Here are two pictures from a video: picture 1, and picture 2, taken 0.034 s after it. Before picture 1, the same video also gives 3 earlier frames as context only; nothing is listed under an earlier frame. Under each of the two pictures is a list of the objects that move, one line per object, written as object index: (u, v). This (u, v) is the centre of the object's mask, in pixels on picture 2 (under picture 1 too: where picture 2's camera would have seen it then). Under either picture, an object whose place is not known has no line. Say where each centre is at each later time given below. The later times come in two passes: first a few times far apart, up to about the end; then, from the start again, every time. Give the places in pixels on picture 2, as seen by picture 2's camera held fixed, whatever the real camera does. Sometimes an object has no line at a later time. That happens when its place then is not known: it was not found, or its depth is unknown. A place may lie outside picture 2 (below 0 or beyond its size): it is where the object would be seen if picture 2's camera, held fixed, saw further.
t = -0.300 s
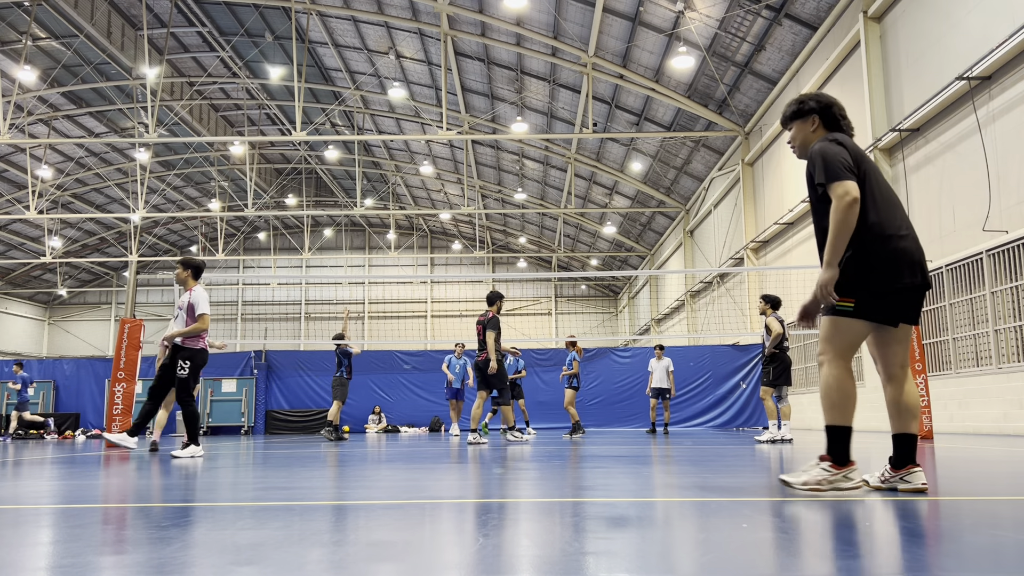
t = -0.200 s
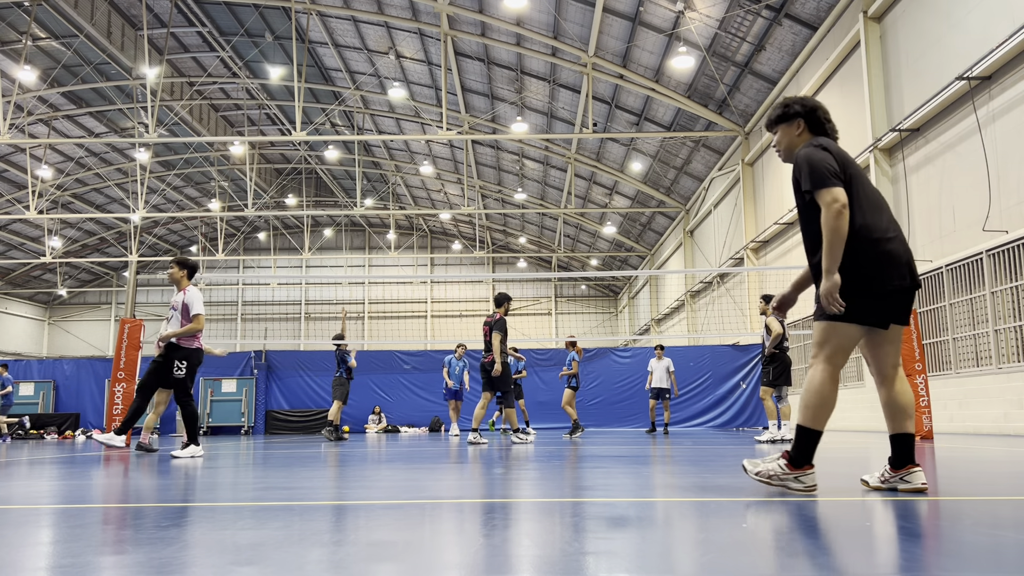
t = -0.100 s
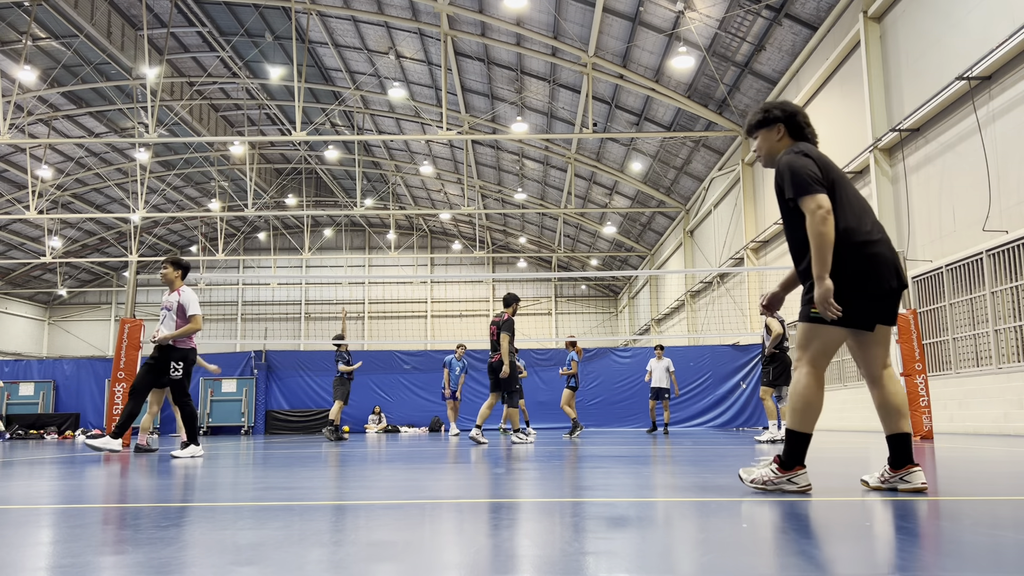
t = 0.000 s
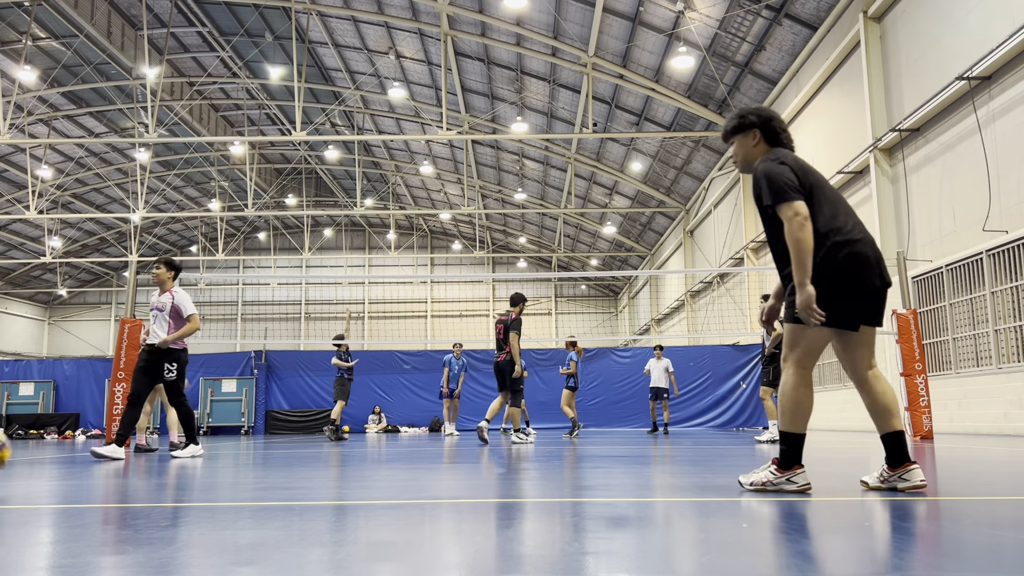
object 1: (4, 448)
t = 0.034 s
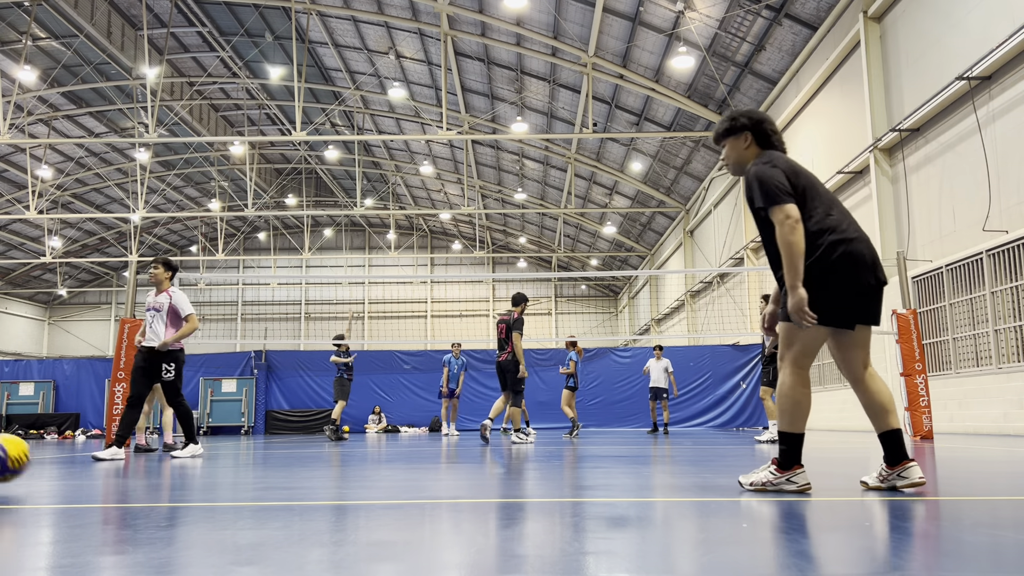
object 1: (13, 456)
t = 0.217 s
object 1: (116, 449)
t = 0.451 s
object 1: (255, 452)
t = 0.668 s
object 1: (380, 454)
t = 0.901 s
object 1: (508, 455)
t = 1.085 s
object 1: (607, 458)
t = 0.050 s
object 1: (18, 462)
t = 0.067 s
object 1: (23, 467)
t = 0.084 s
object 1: (33, 468)
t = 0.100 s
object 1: (44, 464)
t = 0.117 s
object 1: (54, 460)
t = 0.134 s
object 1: (63, 457)
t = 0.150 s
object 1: (74, 454)
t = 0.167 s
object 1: (84, 451)
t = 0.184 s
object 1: (95, 450)
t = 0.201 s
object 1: (105, 449)
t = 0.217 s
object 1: (116, 449)
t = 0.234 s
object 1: (126, 449)
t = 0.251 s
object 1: (136, 451)
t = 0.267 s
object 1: (147, 452)
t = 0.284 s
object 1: (156, 455)
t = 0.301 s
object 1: (166, 459)
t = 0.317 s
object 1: (176, 462)
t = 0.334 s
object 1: (185, 467)
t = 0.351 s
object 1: (196, 465)
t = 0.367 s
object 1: (206, 462)
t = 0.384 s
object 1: (215, 459)
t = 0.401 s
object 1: (225, 456)
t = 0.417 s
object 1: (235, 454)
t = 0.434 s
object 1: (246, 452)
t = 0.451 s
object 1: (255, 452)
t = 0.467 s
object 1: (265, 452)
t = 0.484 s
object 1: (275, 453)
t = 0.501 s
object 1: (285, 454)
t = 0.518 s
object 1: (295, 456)
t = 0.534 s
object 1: (304, 459)
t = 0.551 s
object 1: (314, 463)
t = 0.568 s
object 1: (324, 465)
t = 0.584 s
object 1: (333, 461)
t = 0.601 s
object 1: (343, 459)
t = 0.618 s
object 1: (352, 457)
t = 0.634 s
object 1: (361, 456)
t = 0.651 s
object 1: (371, 455)
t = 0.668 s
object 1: (380, 454)
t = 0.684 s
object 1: (390, 455)
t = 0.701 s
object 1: (399, 455)
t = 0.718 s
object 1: (409, 457)
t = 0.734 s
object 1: (418, 459)
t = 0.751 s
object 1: (428, 462)
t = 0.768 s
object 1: (438, 462)
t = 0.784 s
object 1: (447, 459)
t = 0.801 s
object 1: (456, 456)
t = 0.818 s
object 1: (465, 455)
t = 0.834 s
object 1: (474, 453)
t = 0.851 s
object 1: (483, 453)
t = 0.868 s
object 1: (491, 453)
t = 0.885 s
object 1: (499, 454)
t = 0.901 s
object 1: (508, 455)
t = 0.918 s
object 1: (518, 456)
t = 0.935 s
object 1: (526, 459)
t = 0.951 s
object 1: (536, 462)
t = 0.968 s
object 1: (545, 459)
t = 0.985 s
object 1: (553, 457)
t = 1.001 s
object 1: (563, 455)
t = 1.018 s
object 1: (571, 454)
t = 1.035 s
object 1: (580, 454)
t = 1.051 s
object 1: (589, 454)
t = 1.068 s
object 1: (599, 456)
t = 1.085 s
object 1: (607, 458)
